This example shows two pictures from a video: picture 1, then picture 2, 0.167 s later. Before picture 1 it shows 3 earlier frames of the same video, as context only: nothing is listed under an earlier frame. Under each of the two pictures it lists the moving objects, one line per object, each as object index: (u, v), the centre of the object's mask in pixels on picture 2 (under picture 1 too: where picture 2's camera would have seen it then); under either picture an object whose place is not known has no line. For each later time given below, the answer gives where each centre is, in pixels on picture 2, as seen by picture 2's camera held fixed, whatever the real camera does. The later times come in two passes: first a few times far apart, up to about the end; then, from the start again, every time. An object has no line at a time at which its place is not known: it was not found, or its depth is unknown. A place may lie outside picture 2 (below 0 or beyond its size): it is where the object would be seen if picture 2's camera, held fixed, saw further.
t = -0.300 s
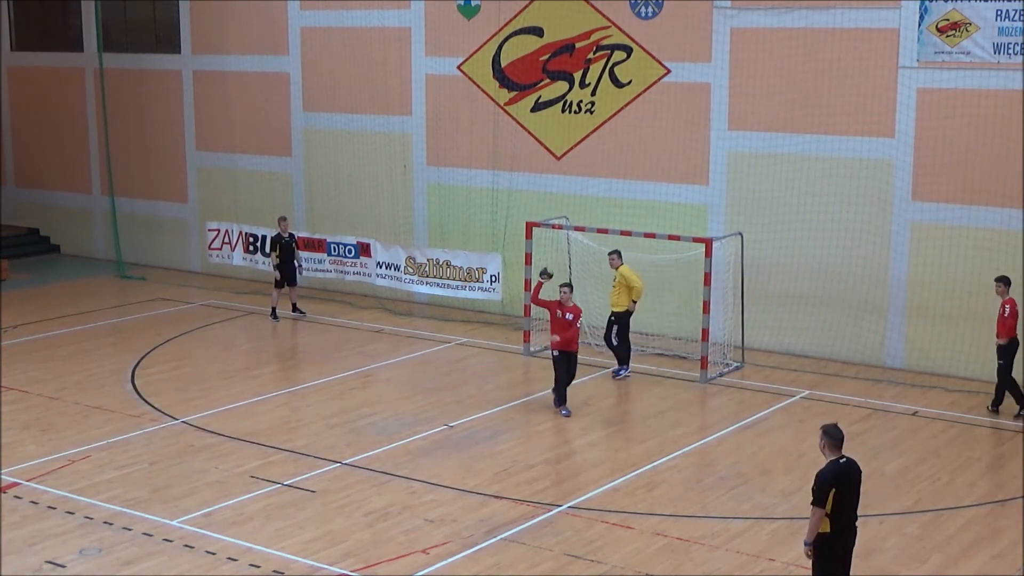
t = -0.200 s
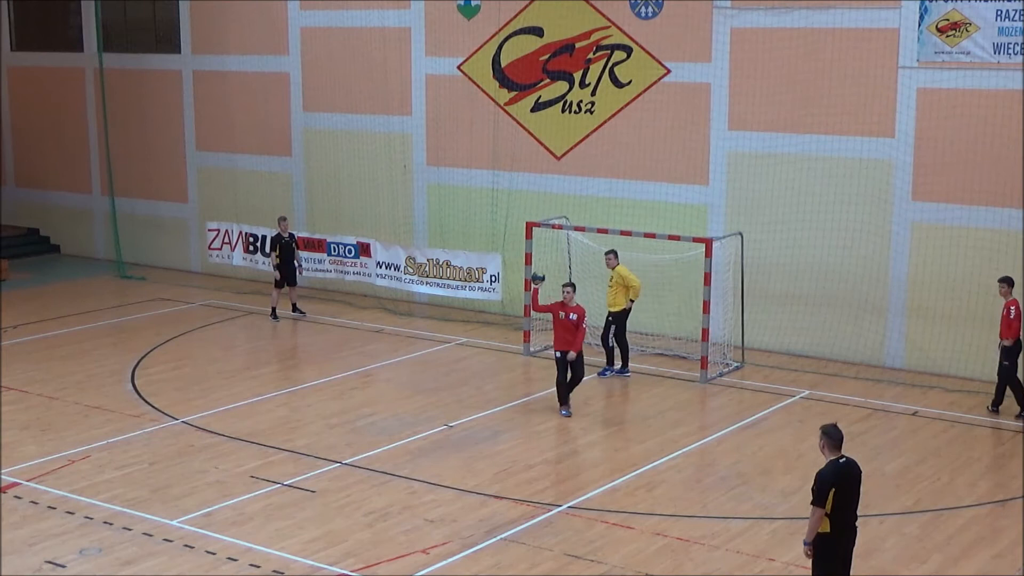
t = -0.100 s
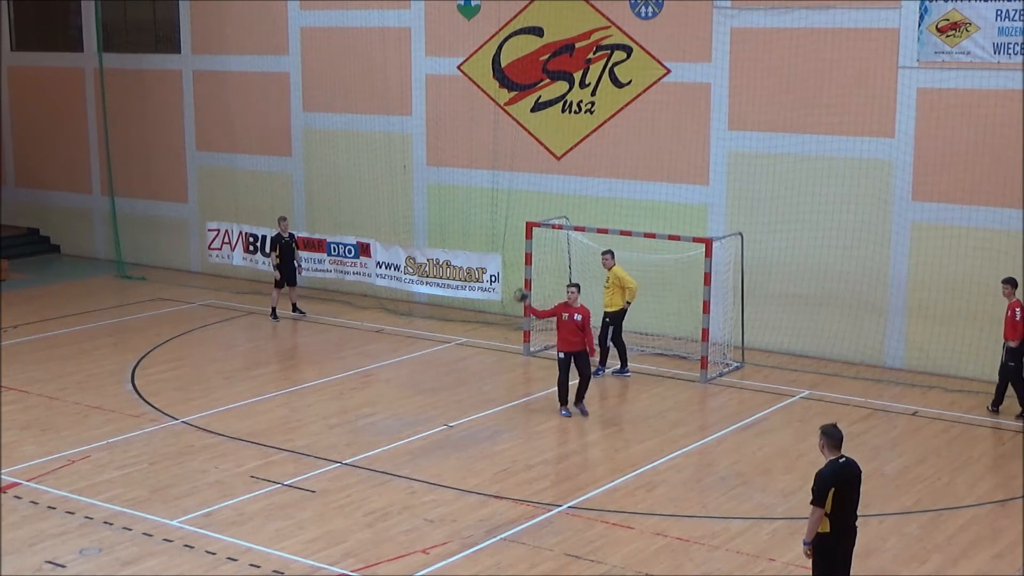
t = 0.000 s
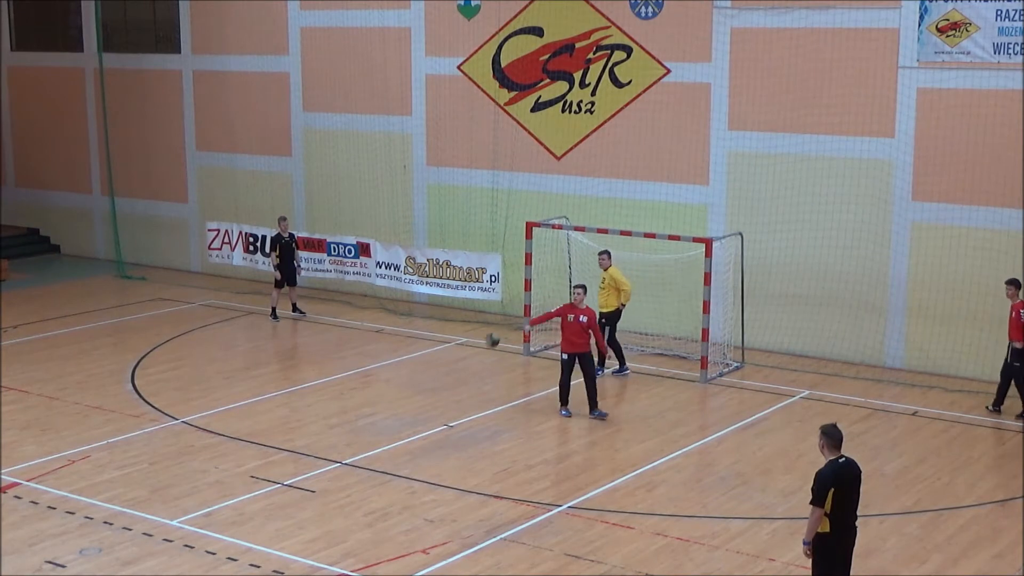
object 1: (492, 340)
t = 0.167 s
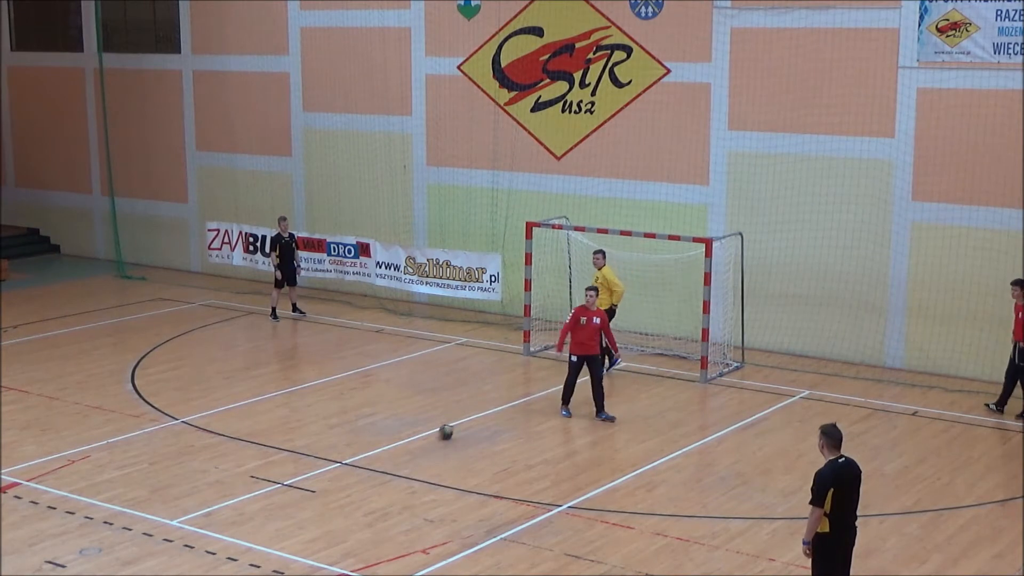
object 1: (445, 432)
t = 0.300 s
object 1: (419, 393)
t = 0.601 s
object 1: (360, 346)
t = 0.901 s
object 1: (298, 374)
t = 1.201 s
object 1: (238, 481)
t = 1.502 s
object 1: (177, 436)
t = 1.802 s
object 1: (115, 465)
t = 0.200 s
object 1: (437, 422)
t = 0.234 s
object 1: (430, 410)
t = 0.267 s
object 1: (427, 404)
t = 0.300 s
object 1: (419, 393)
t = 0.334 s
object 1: (411, 383)
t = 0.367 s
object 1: (407, 379)
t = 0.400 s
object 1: (399, 369)
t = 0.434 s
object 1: (391, 363)
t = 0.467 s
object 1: (387, 359)
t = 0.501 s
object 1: (380, 354)
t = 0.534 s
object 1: (372, 351)
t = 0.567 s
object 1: (368, 349)
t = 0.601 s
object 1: (360, 346)
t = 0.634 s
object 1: (351, 346)
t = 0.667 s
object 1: (348, 346)
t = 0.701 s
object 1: (339, 347)
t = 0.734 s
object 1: (331, 350)
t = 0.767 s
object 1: (327, 352)
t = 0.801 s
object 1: (319, 356)
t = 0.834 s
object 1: (311, 362)
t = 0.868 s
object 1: (307, 366)
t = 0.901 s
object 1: (298, 374)
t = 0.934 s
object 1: (290, 384)
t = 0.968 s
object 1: (287, 389)
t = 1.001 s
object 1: (278, 400)
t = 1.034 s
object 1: (270, 413)
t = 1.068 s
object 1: (266, 421)
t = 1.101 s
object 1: (258, 435)
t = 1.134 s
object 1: (250, 452)
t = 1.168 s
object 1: (242, 471)
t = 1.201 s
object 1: (238, 481)
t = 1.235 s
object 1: (230, 475)
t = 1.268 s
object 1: (222, 466)
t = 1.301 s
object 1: (217, 462)
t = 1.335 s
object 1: (210, 454)
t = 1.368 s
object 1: (201, 448)
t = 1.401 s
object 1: (197, 445)
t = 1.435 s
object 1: (189, 440)
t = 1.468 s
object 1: (180, 438)
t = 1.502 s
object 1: (177, 436)
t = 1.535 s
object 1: (168, 435)
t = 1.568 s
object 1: (161, 436)
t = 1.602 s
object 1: (156, 437)
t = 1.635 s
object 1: (148, 439)
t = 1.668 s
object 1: (139, 443)
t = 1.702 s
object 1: (135, 446)
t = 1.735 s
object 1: (127, 452)
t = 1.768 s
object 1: (119, 461)
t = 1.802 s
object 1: (115, 465)
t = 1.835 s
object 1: (106, 475)
